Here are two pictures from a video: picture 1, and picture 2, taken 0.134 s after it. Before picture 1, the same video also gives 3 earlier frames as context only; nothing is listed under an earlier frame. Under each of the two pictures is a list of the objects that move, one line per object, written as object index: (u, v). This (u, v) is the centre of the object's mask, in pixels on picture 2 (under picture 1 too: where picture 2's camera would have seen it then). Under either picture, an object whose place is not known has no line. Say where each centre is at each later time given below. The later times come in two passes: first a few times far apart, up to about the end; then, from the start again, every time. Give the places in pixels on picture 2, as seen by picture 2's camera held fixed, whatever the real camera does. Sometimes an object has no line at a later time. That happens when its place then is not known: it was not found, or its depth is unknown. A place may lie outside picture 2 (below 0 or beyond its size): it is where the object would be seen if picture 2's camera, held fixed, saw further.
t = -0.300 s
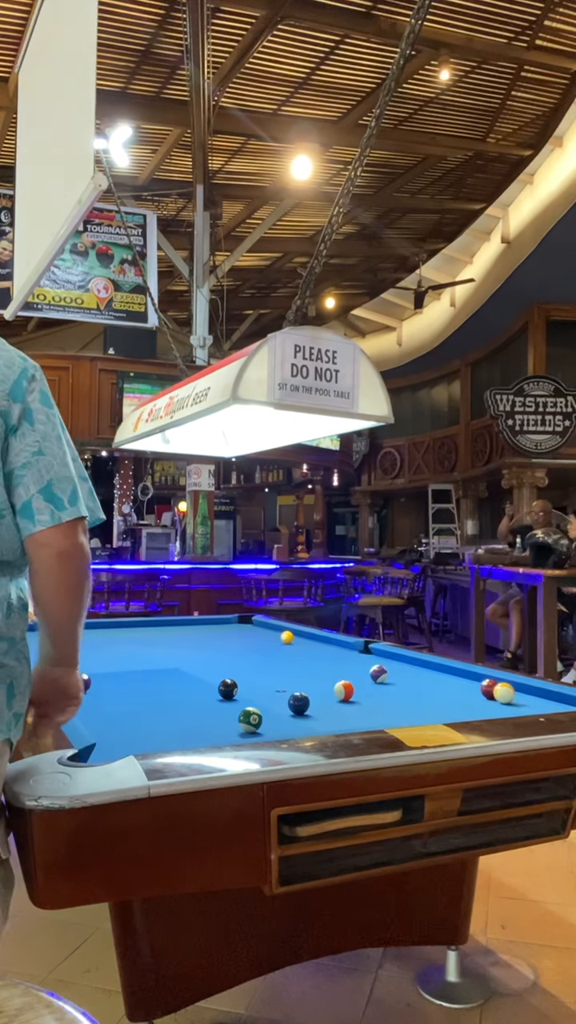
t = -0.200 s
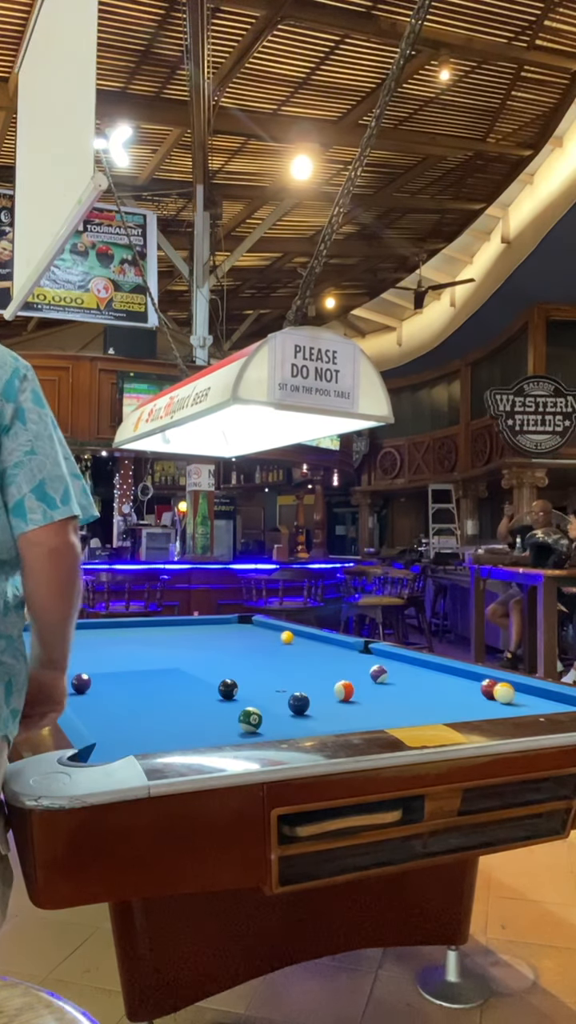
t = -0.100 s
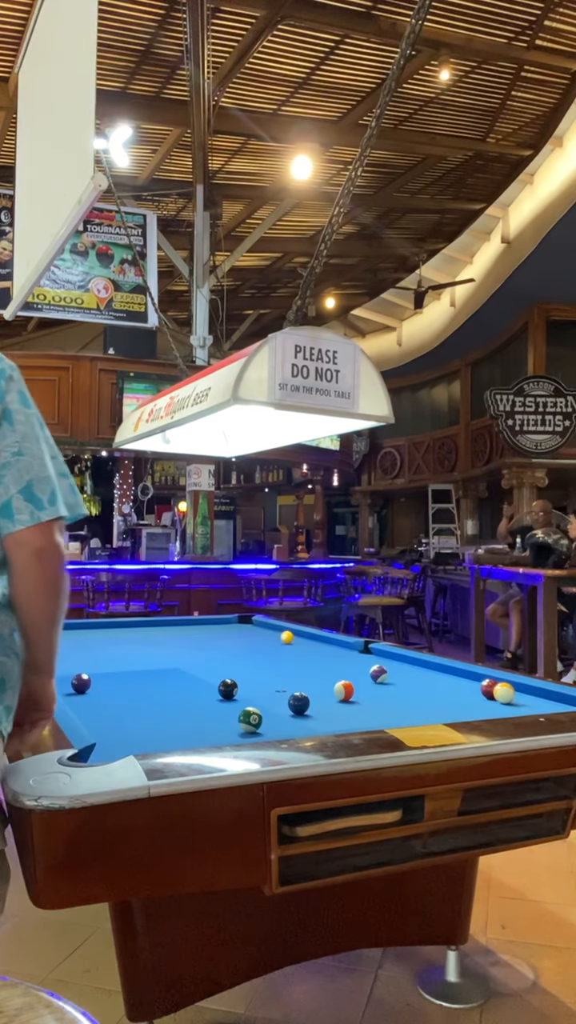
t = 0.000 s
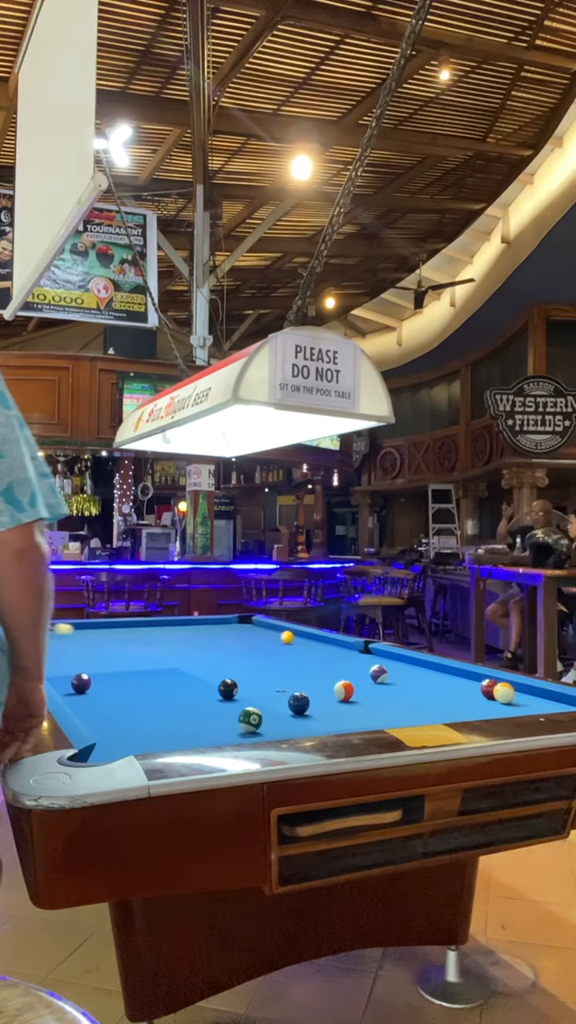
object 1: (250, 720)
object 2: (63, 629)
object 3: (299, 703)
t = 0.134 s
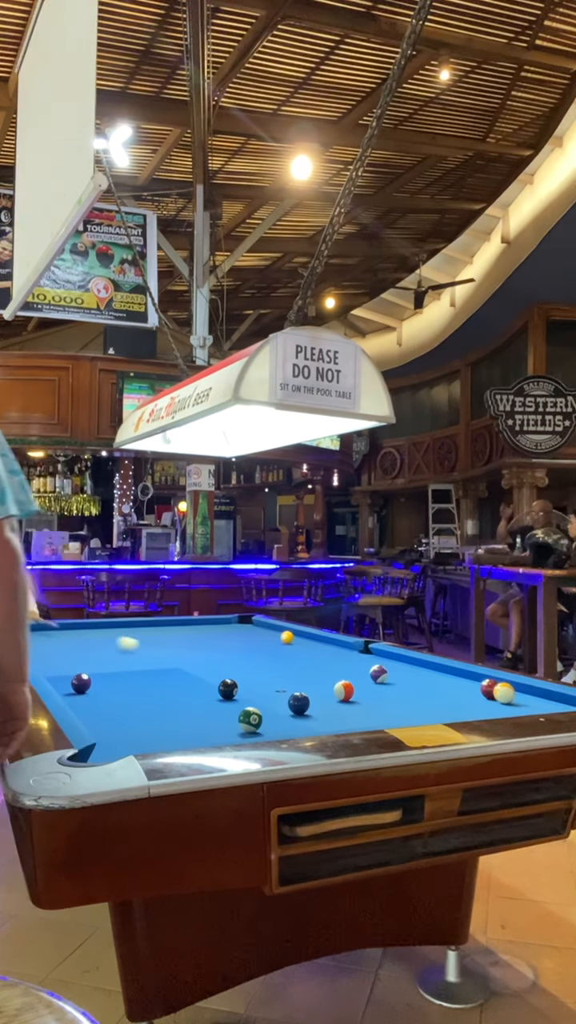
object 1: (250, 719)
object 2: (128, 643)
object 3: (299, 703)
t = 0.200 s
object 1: (250, 719)
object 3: (299, 703)
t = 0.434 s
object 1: (250, 719)
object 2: (320, 692)
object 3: (298, 703)
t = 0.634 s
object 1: (239, 725)
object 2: (356, 708)
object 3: (252, 712)
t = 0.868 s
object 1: (184, 739)
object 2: (409, 715)
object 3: (215, 714)
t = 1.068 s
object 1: (131, 741)
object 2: (384, 708)
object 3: (186, 715)
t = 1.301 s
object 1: (118, 736)
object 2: (361, 698)
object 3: (154, 715)
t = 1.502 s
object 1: (133, 726)
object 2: (343, 690)
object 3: (127, 710)
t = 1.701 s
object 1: (146, 719)
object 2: (328, 684)
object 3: (105, 715)
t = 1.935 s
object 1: (159, 711)
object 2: (312, 677)
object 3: (86, 714)
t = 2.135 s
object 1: (169, 706)
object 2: (300, 672)
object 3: (94, 713)
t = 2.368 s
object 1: (180, 700)
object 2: (289, 667)
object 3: (103, 712)
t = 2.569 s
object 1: (189, 695)
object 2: (279, 663)
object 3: (108, 711)
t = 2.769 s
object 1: (196, 691)
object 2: (271, 659)
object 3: (113, 710)
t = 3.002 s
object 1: (203, 687)
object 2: (263, 655)
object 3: (117, 709)
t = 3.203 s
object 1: (209, 684)
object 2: (256, 652)
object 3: (120, 708)
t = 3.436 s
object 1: (214, 680)
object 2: (250, 649)
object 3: (122, 708)
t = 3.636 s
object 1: (219, 676)
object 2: (244, 646)
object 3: (122, 708)
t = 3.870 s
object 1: (226, 673)
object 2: (239, 644)
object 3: (122, 708)
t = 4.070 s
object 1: (231, 672)
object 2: (235, 641)
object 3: (122, 708)
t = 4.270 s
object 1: (235, 671)
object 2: (231, 639)
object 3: (122, 708)
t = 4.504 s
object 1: (239, 670)
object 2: (226, 637)
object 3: (121, 708)
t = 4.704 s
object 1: (242, 668)
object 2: (223, 636)
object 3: (121, 708)
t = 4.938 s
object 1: (245, 667)
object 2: (220, 634)
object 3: (121, 708)
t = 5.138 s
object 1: (248, 666)
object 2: (217, 633)
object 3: (122, 708)
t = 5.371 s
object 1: (250, 664)
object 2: (214, 631)
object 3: (122, 708)
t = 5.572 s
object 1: (251, 664)
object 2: (212, 630)
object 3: (122, 708)
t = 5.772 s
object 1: (252, 663)
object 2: (210, 629)
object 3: (122, 708)
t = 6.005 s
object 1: (253, 662)
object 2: (207, 628)
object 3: (121, 708)
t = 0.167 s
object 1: (250, 719)
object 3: (299, 703)
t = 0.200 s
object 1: (250, 719)
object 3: (299, 703)
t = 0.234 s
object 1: (250, 719)
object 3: (299, 703)
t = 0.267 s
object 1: (250, 719)
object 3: (299, 703)
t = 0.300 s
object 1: (250, 719)
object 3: (299, 703)
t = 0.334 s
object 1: (250, 719)
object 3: (298, 703)
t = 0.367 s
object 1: (250, 719)
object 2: (284, 679)
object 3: (299, 703)
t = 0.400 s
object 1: (250, 719)
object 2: (314, 686)
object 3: (299, 703)
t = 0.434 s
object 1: (250, 719)
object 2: (320, 692)
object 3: (298, 703)
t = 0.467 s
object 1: (250, 719)
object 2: (316, 696)
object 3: (298, 703)
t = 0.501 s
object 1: (250, 719)
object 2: (316, 700)
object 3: (292, 704)
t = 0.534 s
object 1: (250, 719)
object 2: (324, 702)
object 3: (279, 708)
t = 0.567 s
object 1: (250, 719)
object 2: (334, 704)
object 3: (267, 711)
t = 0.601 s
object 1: (247, 720)
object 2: (344, 706)
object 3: (259, 712)
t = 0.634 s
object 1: (239, 725)
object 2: (356, 708)
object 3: (252, 712)
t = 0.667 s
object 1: (232, 726)
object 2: (368, 711)
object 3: (246, 712)
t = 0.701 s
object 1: (223, 730)
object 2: (381, 713)
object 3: (240, 714)
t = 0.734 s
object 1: (217, 733)
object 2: (395, 714)
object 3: (234, 714)
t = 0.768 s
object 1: (209, 735)
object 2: (410, 716)
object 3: (229, 714)
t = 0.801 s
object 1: (201, 737)
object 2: (421, 717)
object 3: (225, 714)
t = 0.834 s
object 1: (192, 739)
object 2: (414, 716)
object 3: (219, 714)
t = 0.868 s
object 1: (184, 739)
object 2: (409, 715)
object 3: (215, 714)
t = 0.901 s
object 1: (174, 739)
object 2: (404, 714)
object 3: (210, 714)
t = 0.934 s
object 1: (166, 739)
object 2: (400, 713)
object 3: (205, 714)
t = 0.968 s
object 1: (156, 739)
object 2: (396, 712)
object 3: (200, 714)
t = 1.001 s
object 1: (147, 740)
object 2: (392, 711)
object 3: (195, 715)
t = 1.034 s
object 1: (139, 741)
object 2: (388, 709)
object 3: (191, 715)
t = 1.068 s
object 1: (131, 741)
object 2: (384, 708)
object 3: (186, 715)
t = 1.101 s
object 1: (123, 742)
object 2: (381, 706)
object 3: (181, 715)
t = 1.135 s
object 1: (114, 742)
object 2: (377, 705)
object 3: (177, 715)
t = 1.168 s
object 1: (108, 742)
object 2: (374, 703)
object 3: (172, 715)
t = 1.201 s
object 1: (110, 740)
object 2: (371, 702)
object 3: (168, 715)
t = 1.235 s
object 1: (113, 739)
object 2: (367, 700)
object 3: (163, 715)
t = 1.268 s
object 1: (115, 737)
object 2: (364, 699)
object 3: (159, 715)
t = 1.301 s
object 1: (118, 736)
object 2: (361, 698)
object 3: (154, 715)
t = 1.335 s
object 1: (121, 734)
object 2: (358, 696)
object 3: (150, 715)
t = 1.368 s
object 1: (123, 733)
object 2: (355, 695)
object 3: (146, 715)
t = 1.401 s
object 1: (125, 731)
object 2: (352, 694)
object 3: (142, 714)
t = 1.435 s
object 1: (129, 728)
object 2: (349, 693)
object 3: (139, 712)
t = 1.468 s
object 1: (130, 728)
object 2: (346, 691)
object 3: (134, 710)
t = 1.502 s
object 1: (133, 726)
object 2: (343, 690)
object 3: (127, 710)
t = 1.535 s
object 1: (135, 725)
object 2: (341, 689)
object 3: (122, 712)
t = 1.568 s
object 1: (137, 724)
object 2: (338, 688)
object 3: (119, 714)
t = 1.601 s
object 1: (140, 723)
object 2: (336, 687)
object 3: (116, 715)
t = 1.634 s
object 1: (142, 722)
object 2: (333, 686)
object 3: (113, 715)
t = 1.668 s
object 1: (144, 721)
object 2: (331, 685)
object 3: (109, 715)
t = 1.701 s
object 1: (146, 719)
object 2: (328, 684)
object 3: (105, 715)
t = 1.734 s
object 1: (147, 718)
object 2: (326, 683)
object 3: (101, 715)
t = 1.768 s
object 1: (149, 717)
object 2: (323, 682)
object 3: (97, 715)
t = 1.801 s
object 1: (151, 716)
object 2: (321, 681)
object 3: (93, 716)
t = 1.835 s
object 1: (154, 714)
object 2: (319, 680)
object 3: (90, 715)
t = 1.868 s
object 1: (155, 713)
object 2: (316, 679)
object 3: (87, 714)
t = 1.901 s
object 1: (157, 712)
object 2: (314, 678)
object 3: (86, 714)
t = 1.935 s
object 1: (159, 711)
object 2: (312, 677)
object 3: (86, 714)
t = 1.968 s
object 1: (161, 710)
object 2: (310, 676)
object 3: (88, 714)
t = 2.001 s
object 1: (163, 710)
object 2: (308, 676)
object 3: (89, 714)
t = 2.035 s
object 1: (165, 709)
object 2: (306, 674)
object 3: (90, 714)
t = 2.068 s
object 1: (166, 708)
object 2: (304, 674)
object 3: (91, 714)
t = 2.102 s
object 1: (168, 707)
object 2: (302, 673)
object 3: (93, 714)
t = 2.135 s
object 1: (169, 706)
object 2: (300, 672)
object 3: (94, 713)
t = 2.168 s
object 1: (171, 705)
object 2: (298, 671)
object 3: (95, 713)
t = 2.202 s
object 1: (172, 704)
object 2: (297, 670)
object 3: (97, 713)
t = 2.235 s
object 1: (174, 703)
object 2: (295, 669)
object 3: (98, 713)
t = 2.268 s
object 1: (176, 702)
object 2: (293, 669)
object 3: (99, 712)
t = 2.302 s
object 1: (177, 701)
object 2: (291, 668)
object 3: (100, 712)
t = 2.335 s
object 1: (178, 700)
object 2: (290, 667)
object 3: (101, 712)
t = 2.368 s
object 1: (180, 700)
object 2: (289, 667)
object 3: (103, 712)
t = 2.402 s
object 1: (181, 699)
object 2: (287, 666)
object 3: (103, 712)
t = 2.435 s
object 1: (183, 698)
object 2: (285, 665)
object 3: (105, 711)
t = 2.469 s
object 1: (184, 698)
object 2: (284, 665)
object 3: (106, 711)
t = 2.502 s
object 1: (186, 697)
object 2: (282, 664)
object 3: (107, 711)
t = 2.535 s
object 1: (187, 696)
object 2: (281, 663)
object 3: (108, 711)
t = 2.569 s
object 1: (189, 695)
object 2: (279, 663)
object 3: (108, 711)
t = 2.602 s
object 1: (190, 695)
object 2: (278, 662)
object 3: (109, 710)
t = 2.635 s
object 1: (191, 694)
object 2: (276, 661)
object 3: (110, 710)
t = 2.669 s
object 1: (192, 693)
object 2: (275, 661)
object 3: (111, 710)
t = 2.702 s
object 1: (193, 693)
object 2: (274, 660)
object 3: (112, 710)
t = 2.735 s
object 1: (194, 692)
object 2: (272, 660)
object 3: (112, 710)
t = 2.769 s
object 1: (196, 691)
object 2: (271, 659)
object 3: (113, 710)
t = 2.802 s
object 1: (197, 691)
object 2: (270, 658)
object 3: (114, 710)
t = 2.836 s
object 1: (198, 690)
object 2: (268, 658)
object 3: (114, 709)
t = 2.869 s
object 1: (199, 689)
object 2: (267, 657)
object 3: (115, 709)
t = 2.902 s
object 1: (200, 689)
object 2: (266, 657)
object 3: (116, 709)
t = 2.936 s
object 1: (201, 688)
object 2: (265, 656)
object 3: (116, 709)
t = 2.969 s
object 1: (202, 688)
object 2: (264, 655)
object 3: (117, 709)
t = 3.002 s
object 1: (203, 687)
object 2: (263, 655)
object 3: (117, 709)
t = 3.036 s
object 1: (204, 687)
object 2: (262, 654)
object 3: (118, 709)
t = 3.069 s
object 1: (206, 686)
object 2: (260, 654)
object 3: (118, 709)
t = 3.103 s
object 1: (207, 685)
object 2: (259, 653)
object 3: (119, 709)
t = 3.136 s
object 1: (208, 685)
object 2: (258, 653)
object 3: (119, 709)
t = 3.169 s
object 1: (209, 684)
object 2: (257, 652)
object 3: (119, 709)
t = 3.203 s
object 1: (209, 684)
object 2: (256, 652)
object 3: (120, 708)
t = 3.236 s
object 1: (210, 683)
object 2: (255, 651)
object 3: (120, 708)
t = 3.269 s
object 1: (211, 683)
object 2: (254, 651)
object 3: (121, 708)
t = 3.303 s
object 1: (211, 682)
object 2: (253, 650)
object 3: (121, 708)
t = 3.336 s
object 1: (212, 682)
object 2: (252, 650)
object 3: (121, 708)
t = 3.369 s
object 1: (213, 681)
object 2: (251, 650)
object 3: (121, 708)
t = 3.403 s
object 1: (213, 680)
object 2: (250, 649)
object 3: (121, 708)
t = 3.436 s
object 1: (214, 680)
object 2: (250, 649)
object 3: (122, 708)
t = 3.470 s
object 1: (215, 679)
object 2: (249, 648)
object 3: (122, 708)
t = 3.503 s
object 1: (215, 679)
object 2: (248, 648)
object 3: (122, 708)
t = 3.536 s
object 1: (217, 678)
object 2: (247, 647)
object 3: (122, 708)
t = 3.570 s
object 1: (217, 677)
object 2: (246, 647)
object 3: (122, 708)
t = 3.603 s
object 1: (218, 677)
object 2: (245, 647)
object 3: (122, 708)
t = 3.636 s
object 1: (219, 676)
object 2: (244, 646)
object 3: (122, 708)
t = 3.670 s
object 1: (220, 676)
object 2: (244, 646)
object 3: (122, 708)
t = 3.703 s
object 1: (221, 675)
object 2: (243, 645)
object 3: (122, 708)
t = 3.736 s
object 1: (222, 675)
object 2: (242, 645)
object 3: (122, 708)
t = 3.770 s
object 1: (223, 674)
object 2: (241, 645)
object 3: (122, 708)
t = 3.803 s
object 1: (224, 674)
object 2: (240, 644)
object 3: (122, 708)
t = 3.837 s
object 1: (225, 674)
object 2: (240, 644)
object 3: (122, 708)
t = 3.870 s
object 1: (226, 673)
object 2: (239, 644)
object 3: (122, 708)
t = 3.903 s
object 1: (227, 673)
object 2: (238, 643)
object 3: (122, 708)
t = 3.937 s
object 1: (228, 672)
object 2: (237, 643)
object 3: (122, 708)
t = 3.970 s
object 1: (229, 672)
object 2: (237, 643)
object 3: (122, 708)
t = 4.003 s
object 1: (230, 672)
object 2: (236, 642)
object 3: (122, 708)
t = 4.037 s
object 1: (231, 672)
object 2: (235, 642)
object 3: (122, 708)
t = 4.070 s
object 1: (231, 672)
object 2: (235, 641)
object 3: (122, 708)
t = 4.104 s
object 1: (232, 672)
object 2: (234, 641)
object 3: (121, 708)
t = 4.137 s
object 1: (233, 672)
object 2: (233, 641)
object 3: (122, 708)
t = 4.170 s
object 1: (233, 672)
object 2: (233, 640)
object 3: (122, 708)
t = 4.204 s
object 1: (234, 672)
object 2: (232, 640)
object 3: (122, 708)
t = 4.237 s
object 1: (234, 671)
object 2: (231, 640)
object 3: (122, 708)
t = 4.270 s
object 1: (235, 671)
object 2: (231, 639)
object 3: (122, 708)
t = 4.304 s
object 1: (236, 671)
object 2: (230, 639)
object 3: (122, 708)
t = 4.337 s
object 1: (237, 671)
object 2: (229, 639)
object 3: (122, 708)
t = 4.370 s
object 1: (237, 671)
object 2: (229, 639)
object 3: (121, 708)
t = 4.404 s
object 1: (237, 670)
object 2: (228, 638)
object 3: (122, 708)
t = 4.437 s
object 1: (238, 670)
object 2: (227, 638)
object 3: (122, 708)
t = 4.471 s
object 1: (239, 670)
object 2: (227, 638)
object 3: (121, 708)
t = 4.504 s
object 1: (239, 670)
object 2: (226, 637)
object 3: (121, 708)
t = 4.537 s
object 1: (239, 669)
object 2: (226, 637)
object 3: (121, 708)
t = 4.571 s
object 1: (240, 669)
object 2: (225, 637)
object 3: (122, 708)
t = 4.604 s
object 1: (240, 669)
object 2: (225, 637)
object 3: (121, 708)
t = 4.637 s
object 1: (241, 669)
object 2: (224, 636)
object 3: (121, 708)
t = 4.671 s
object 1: (242, 668)
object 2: (223, 636)
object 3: (121, 708)
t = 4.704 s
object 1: (242, 668)
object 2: (223, 636)
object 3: (121, 708)
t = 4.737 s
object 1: (242, 668)
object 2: (222, 636)
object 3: (121, 708)
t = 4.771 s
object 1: (243, 668)
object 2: (222, 635)
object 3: (121, 708)
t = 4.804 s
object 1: (244, 668)
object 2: (221, 635)
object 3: (121, 708)
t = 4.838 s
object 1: (244, 667)
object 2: (221, 635)
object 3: (121, 708)
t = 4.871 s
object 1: (244, 667)
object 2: (220, 635)
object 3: (121, 708)
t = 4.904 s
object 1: (245, 667)
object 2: (220, 635)
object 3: (121, 708)
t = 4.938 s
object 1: (245, 667)
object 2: (220, 634)
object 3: (121, 708)
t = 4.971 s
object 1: (246, 667)
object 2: (219, 634)
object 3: (121, 708)
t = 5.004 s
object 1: (246, 666)
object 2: (219, 634)
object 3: (121, 708)
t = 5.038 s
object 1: (247, 666)
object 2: (218, 634)
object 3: (121, 708)
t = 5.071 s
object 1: (247, 666)
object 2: (218, 633)
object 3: (121, 708)
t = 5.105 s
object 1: (248, 666)
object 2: (217, 633)
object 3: (121, 708)
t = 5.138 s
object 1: (248, 666)
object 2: (217, 633)
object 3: (122, 708)
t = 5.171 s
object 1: (248, 665)
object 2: (216, 633)
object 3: (121, 708)
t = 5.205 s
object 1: (249, 665)
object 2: (216, 632)
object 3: (122, 708)
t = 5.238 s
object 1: (249, 665)
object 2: (216, 632)
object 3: (121, 708)
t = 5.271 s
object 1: (249, 665)
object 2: (215, 632)
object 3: (121, 708)
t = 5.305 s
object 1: (249, 665)
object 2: (215, 632)
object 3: (121, 708)
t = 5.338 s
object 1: (249, 665)
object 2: (214, 632)
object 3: (122, 708)
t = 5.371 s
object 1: (250, 664)
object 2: (214, 631)
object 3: (122, 708)
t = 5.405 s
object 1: (250, 664)
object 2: (214, 631)
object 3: (122, 708)
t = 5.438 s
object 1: (250, 664)
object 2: (213, 631)
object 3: (122, 708)
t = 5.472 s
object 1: (250, 664)
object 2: (213, 631)
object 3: (122, 708)
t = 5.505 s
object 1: (251, 664)
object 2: (213, 631)
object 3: (121, 708)
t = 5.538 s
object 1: (251, 664)
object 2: (212, 630)
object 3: (122, 708)
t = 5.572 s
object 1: (251, 664)
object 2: (212, 630)
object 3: (122, 708)
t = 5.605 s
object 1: (252, 663)
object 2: (212, 630)
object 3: (122, 708)
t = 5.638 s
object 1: (252, 663)
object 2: (211, 630)
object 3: (122, 708)
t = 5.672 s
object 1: (252, 663)
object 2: (211, 630)
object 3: (122, 708)
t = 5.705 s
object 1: (252, 663)
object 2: (210, 629)
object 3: (121, 708)
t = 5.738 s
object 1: (252, 663)
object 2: (210, 629)
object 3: (121, 708)
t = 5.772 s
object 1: (252, 663)
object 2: (210, 629)
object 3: (122, 708)
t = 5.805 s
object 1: (252, 663)
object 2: (209, 629)
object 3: (121, 708)
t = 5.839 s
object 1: (253, 662)
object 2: (209, 629)
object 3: (121, 708)
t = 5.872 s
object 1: (253, 663)
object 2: (209, 629)
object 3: (121, 708)
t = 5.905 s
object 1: (253, 662)
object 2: (208, 628)
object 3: (121, 708)
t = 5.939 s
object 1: (253, 662)
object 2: (208, 628)
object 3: (121, 708)
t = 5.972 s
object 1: (253, 662)
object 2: (208, 628)
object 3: (121, 708)
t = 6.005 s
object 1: (253, 662)
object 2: (207, 628)
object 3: (121, 708)
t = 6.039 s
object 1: (254, 662)
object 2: (207, 628)
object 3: (121, 708)
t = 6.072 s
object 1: (253, 662)
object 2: (207, 628)
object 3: (121, 708)
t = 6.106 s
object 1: (253, 662)
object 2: (207, 628)
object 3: (121, 708)
